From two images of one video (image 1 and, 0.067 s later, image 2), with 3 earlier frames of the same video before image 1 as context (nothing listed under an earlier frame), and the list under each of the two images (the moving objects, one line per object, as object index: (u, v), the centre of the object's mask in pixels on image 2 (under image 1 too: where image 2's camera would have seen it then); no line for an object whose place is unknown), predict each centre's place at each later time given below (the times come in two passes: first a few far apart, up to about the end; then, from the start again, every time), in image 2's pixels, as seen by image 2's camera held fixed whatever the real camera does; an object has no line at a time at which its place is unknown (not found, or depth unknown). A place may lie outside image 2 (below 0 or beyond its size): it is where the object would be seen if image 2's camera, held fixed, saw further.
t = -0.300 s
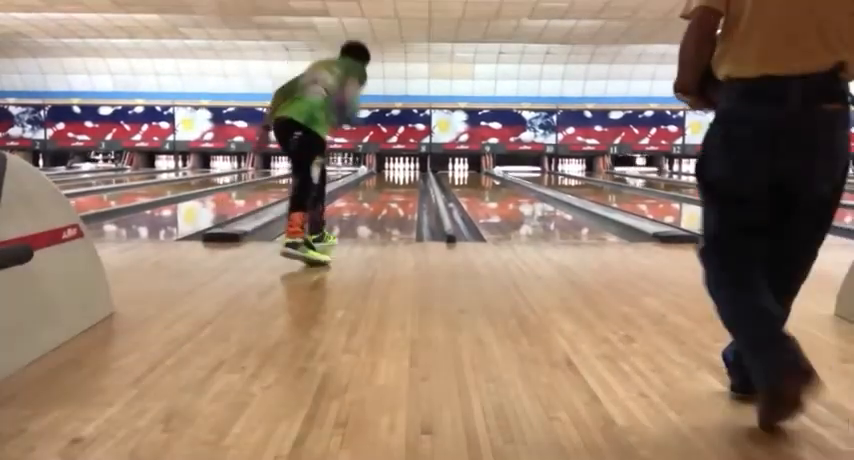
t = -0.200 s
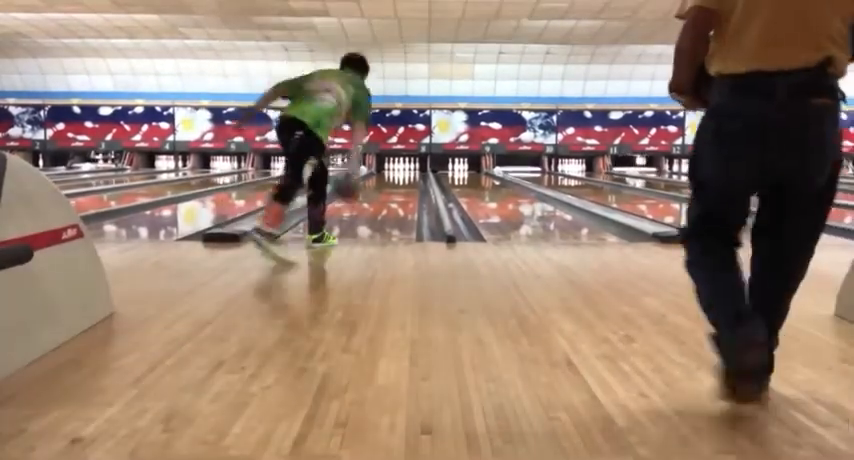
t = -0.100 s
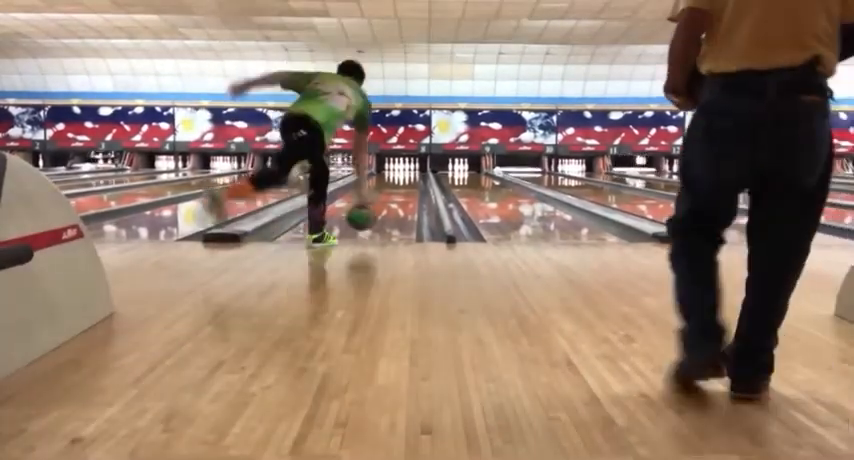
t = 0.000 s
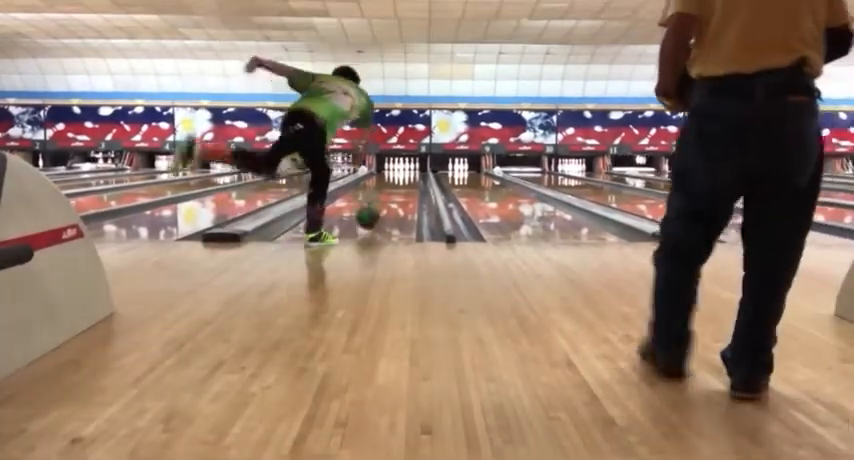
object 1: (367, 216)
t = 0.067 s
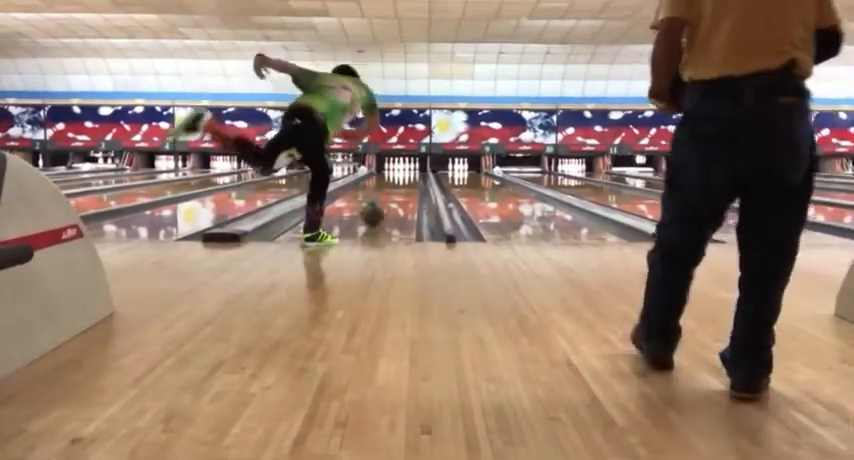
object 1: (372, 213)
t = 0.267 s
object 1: (381, 201)
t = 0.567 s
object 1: (389, 191)
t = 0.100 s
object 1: (373, 212)
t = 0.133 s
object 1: (375, 211)
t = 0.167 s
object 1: (377, 208)
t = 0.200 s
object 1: (378, 207)
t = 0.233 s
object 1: (380, 203)
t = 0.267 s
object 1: (381, 201)
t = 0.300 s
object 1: (381, 201)
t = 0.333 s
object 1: (383, 200)
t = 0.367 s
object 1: (385, 199)
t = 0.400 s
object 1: (385, 198)
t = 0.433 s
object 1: (387, 197)
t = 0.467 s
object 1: (387, 194)
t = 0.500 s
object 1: (389, 193)
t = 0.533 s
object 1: (389, 191)
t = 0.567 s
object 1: (389, 191)
